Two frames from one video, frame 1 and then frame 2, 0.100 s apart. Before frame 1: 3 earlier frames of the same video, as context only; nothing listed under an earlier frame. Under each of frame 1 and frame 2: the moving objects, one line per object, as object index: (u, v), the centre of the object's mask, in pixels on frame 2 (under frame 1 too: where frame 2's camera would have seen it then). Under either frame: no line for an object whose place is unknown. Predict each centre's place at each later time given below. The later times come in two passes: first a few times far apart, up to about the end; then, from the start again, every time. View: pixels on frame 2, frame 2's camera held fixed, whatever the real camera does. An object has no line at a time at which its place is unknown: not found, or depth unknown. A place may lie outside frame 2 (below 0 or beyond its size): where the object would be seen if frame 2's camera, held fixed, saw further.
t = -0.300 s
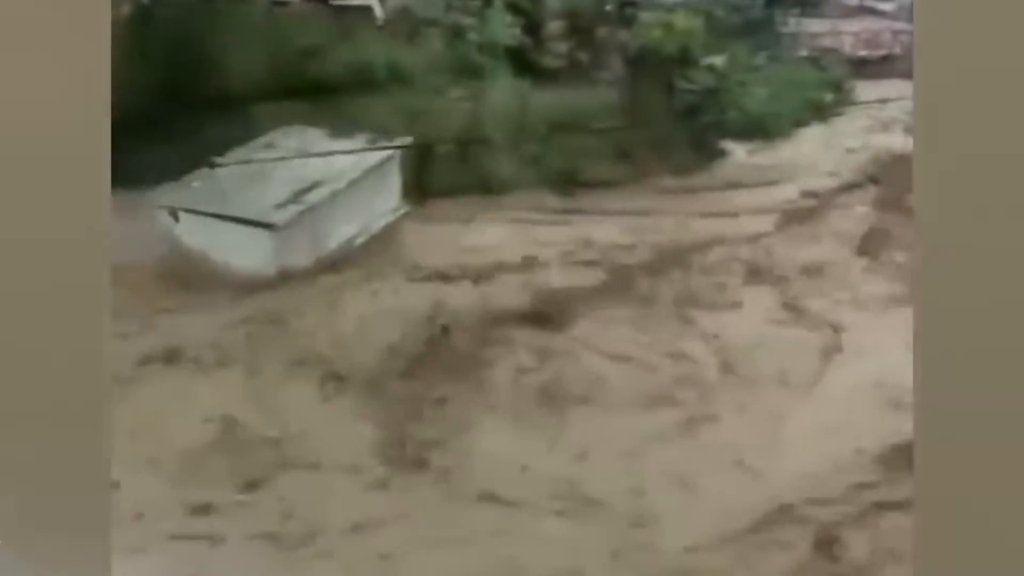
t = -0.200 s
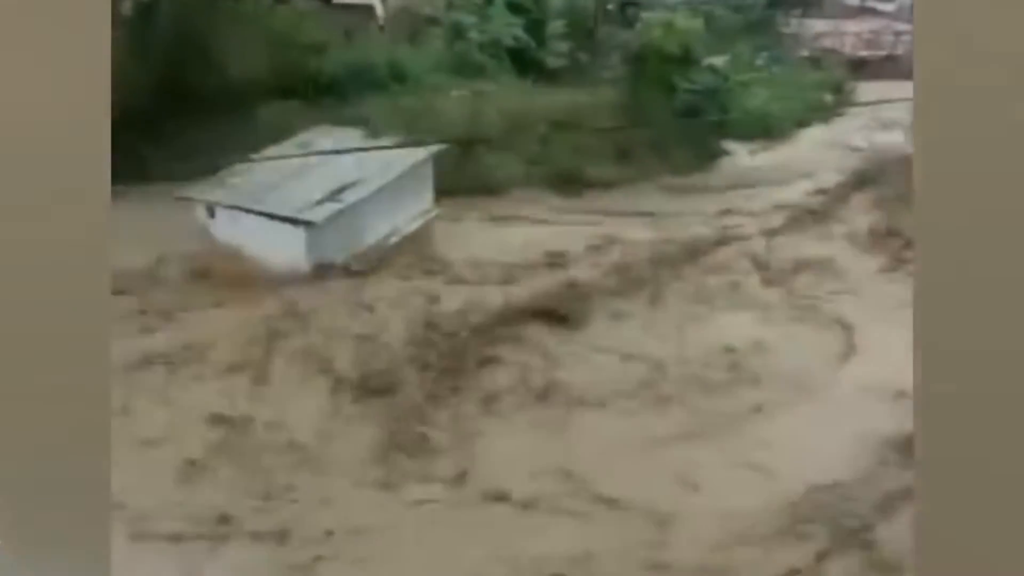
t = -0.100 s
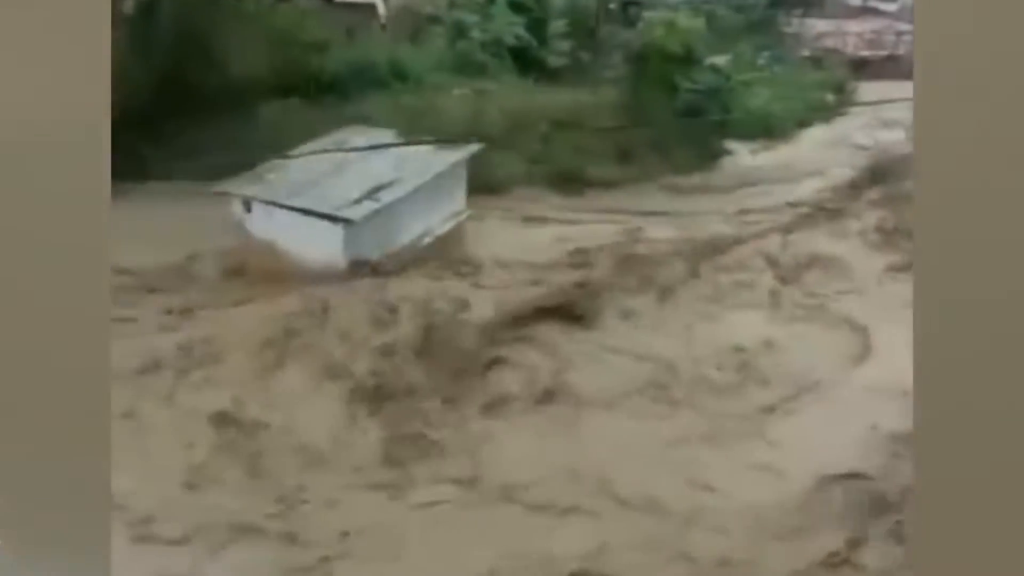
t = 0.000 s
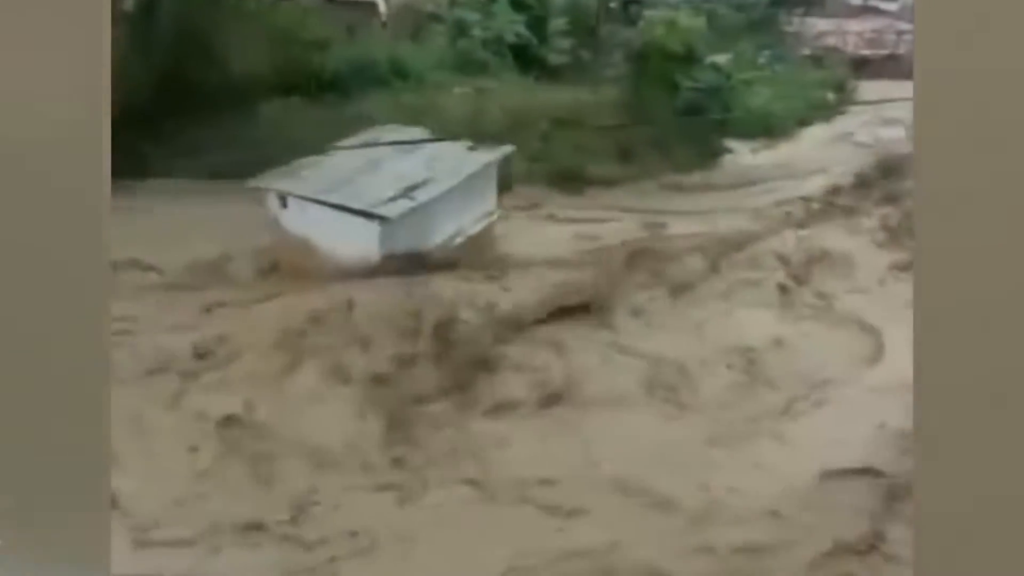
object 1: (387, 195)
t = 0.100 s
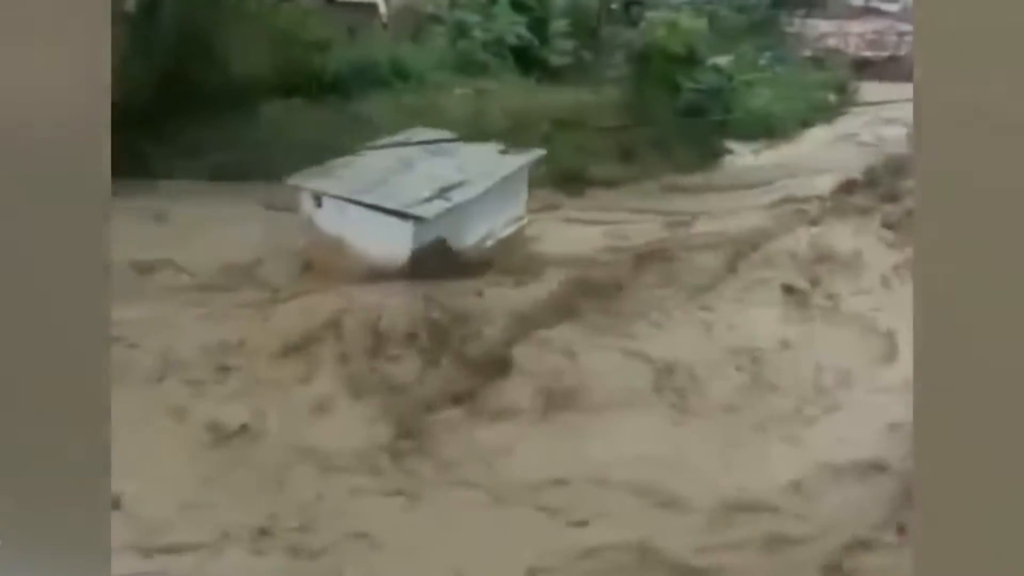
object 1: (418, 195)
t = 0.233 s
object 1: (459, 194)
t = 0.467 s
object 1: (530, 194)
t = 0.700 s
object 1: (597, 194)
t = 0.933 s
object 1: (655, 193)
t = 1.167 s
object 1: (710, 185)
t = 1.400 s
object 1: (759, 180)
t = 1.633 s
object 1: (807, 174)
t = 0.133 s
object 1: (429, 194)
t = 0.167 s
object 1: (439, 194)
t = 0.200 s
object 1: (449, 194)
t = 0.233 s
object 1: (459, 194)
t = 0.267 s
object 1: (470, 194)
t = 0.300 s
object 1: (480, 194)
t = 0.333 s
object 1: (490, 194)
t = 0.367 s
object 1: (500, 194)
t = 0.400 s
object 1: (511, 195)
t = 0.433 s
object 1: (520, 194)
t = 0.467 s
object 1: (530, 194)
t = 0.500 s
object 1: (539, 195)
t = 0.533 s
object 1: (549, 195)
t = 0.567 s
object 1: (559, 194)
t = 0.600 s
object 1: (568, 194)
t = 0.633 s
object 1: (578, 193)
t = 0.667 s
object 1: (587, 194)
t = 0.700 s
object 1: (597, 194)
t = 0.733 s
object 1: (606, 194)
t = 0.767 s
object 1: (614, 193)
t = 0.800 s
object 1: (622, 193)
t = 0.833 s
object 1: (631, 195)
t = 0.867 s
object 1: (639, 193)
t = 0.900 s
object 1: (648, 194)
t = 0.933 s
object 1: (655, 193)
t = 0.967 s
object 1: (663, 192)
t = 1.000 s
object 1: (672, 190)
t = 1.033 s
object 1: (680, 189)
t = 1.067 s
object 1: (688, 188)
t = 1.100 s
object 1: (696, 188)
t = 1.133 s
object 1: (703, 187)
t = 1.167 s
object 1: (710, 185)
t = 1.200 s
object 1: (717, 184)
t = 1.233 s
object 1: (725, 184)
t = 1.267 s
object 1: (733, 185)
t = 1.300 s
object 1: (739, 184)
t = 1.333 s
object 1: (747, 183)
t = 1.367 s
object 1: (753, 181)
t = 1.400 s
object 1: (759, 180)
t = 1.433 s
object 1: (767, 181)
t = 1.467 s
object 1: (775, 180)
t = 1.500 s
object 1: (780, 179)
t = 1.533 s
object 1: (787, 178)
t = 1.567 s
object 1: (793, 177)
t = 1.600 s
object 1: (798, 175)
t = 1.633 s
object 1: (807, 174)
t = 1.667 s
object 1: (813, 173)
